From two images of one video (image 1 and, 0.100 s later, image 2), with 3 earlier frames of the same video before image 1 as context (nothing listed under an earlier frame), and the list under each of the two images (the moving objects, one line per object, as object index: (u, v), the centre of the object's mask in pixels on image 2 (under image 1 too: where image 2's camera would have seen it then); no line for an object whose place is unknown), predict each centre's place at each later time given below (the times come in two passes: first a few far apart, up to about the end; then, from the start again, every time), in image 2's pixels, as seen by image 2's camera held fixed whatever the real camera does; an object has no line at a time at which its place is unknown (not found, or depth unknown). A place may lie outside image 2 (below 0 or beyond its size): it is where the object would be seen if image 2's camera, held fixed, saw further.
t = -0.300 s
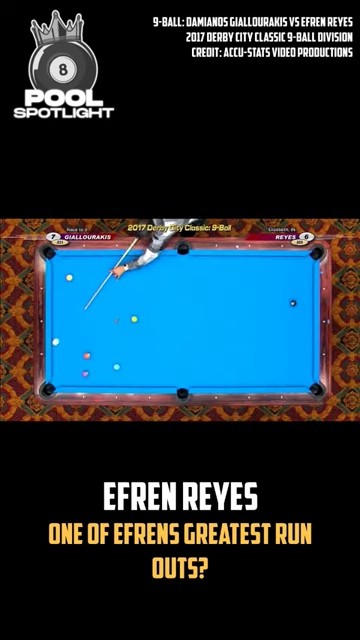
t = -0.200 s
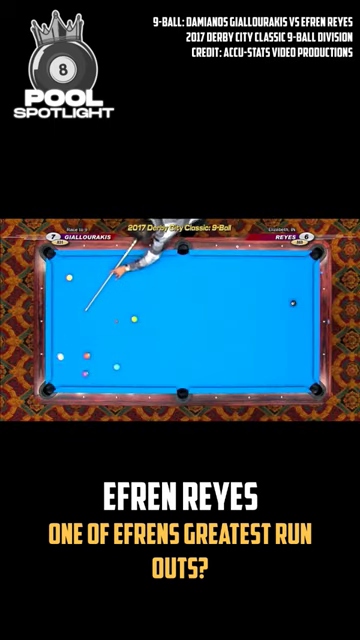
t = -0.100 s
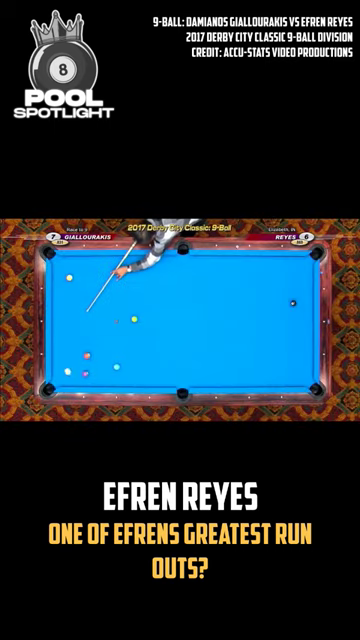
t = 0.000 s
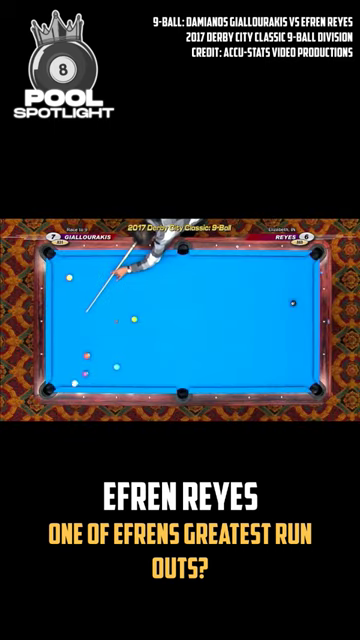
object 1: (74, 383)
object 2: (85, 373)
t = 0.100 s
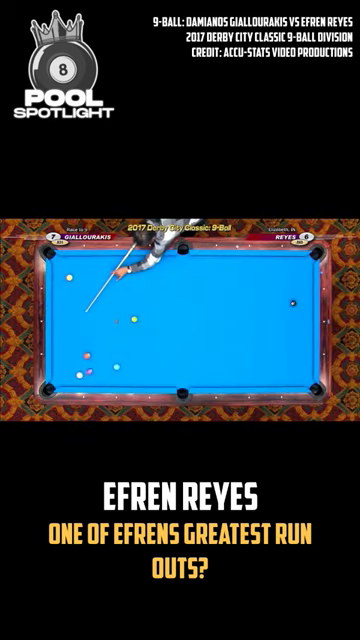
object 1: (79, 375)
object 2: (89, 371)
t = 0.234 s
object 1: (78, 371)
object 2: (101, 365)
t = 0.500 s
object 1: (79, 363)
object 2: (121, 355)
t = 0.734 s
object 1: (79, 357)
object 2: (138, 346)
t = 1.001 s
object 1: (80, 350)
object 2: (156, 337)
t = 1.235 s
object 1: (80, 345)
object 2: (172, 329)
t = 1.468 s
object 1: (80, 340)
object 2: (188, 322)
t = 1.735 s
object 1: (81, 335)
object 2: (206, 313)
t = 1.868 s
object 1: (81, 333)
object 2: (215, 309)
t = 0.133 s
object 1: (78, 374)
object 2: (92, 370)
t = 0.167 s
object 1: (78, 373)
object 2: (95, 368)
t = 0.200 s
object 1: (78, 372)
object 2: (98, 367)
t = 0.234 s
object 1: (78, 371)
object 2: (101, 365)
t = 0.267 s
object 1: (78, 370)
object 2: (103, 364)
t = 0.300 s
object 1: (78, 369)
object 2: (106, 362)
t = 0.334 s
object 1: (78, 368)
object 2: (108, 361)
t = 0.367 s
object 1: (78, 367)
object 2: (111, 360)
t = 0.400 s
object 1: (78, 366)
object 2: (113, 359)
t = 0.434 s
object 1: (78, 365)
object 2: (116, 358)
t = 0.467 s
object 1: (79, 364)
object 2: (119, 357)
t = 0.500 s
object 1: (79, 363)
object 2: (121, 355)
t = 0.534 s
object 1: (79, 362)
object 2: (123, 354)
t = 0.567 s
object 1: (79, 361)
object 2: (125, 353)
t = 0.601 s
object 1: (79, 360)
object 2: (128, 351)
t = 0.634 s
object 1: (79, 359)
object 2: (130, 351)
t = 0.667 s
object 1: (79, 359)
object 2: (133, 349)
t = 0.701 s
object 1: (79, 358)
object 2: (135, 348)
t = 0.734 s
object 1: (79, 357)
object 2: (138, 346)
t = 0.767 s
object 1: (79, 356)
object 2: (140, 345)
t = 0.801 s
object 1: (79, 355)
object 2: (142, 344)
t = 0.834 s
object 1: (79, 355)
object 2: (145, 343)
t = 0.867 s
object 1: (79, 354)
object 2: (147, 342)
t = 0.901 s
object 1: (79, 353)
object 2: (150, 341)
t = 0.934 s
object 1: (80, 352)
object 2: (152, 340)
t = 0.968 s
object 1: (80, 351)
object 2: (154, 339)
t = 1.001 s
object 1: (80, 350)
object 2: (156, 337)
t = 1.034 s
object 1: (80, 349)
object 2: (159, 336)
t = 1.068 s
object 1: (80, 349)
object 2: (162, 335)
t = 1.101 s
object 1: (80, 348)
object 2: (164, 334)
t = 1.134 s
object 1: (80, 347)
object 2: (166, 333)
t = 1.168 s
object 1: (80, 347)
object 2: (168, 332)
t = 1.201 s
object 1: (80, 346)
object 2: (170, 330)
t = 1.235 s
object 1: (80, 345)
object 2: (172, 329)
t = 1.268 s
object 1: (80, 344)
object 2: (175, 328)
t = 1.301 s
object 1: (80, 344)
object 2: (177, 327)
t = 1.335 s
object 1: (80, 343)
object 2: (180, 326)
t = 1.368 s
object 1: (80, 342)
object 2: (182, 325)
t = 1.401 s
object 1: (80, 342)
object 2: (184, 324)
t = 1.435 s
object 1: (80, 341)
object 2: (186, 323)
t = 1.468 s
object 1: (80, 340)
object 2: (188, 322)
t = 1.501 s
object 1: (80, 340)
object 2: (190, 320)
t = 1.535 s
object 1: (80, 339)
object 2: (193, 319)
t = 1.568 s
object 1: (81, 338)
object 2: (195, 318)
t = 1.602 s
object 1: (81, 338)
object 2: (198, 317)
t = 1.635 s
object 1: (81, 337)
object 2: (200, 316)
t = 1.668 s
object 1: (81, 336)
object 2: (202, 315)
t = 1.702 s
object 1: (81, 336)
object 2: (204, 314)
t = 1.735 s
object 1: (81, 335)
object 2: (206, 313)
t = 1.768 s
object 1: (81, 334)
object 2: (208, 312)
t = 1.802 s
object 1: (81, 334)
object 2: (210, 310)
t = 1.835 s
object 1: (81, 333)
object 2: (212, 309)
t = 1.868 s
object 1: (81, 333)
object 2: (215, 309)
